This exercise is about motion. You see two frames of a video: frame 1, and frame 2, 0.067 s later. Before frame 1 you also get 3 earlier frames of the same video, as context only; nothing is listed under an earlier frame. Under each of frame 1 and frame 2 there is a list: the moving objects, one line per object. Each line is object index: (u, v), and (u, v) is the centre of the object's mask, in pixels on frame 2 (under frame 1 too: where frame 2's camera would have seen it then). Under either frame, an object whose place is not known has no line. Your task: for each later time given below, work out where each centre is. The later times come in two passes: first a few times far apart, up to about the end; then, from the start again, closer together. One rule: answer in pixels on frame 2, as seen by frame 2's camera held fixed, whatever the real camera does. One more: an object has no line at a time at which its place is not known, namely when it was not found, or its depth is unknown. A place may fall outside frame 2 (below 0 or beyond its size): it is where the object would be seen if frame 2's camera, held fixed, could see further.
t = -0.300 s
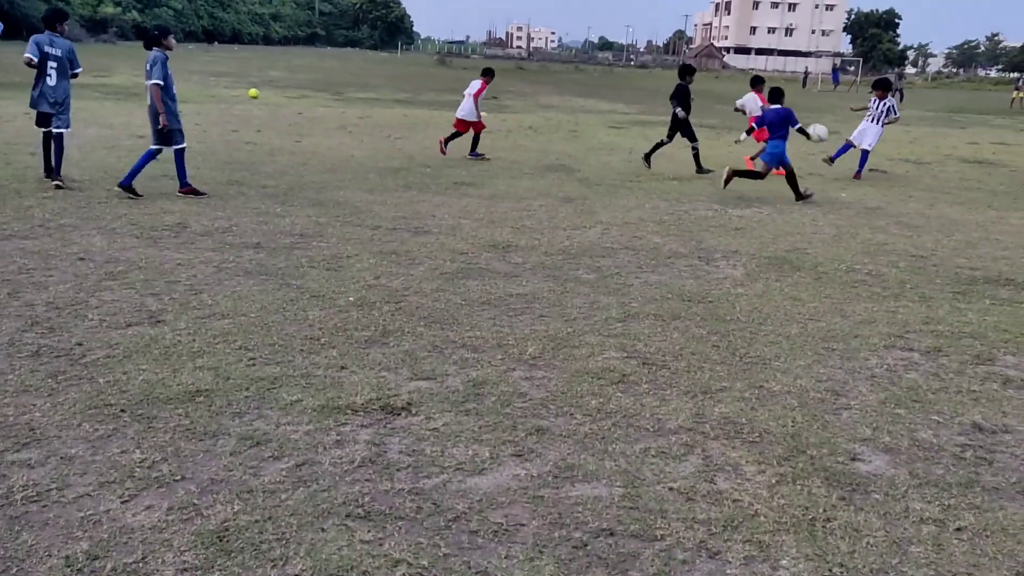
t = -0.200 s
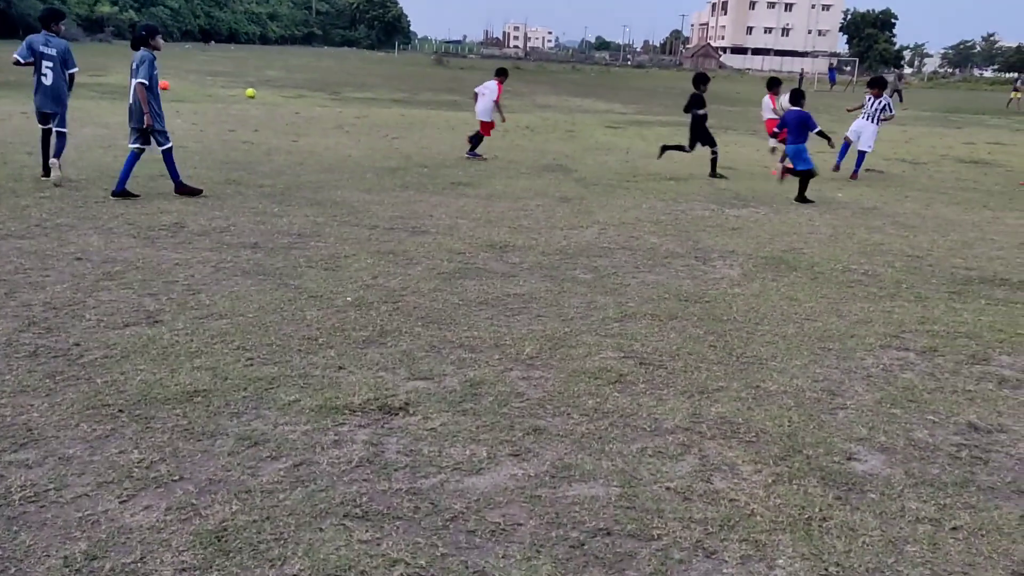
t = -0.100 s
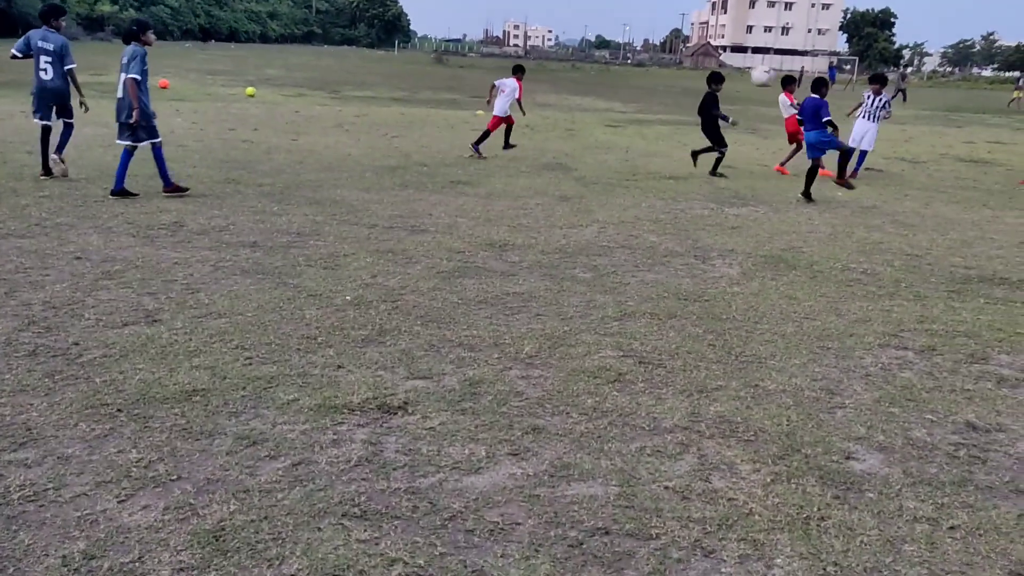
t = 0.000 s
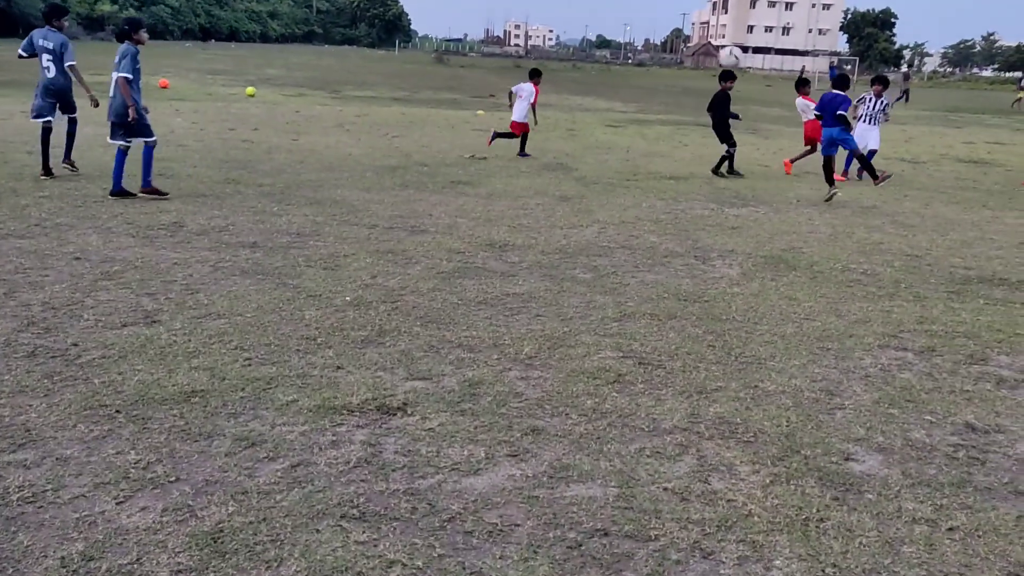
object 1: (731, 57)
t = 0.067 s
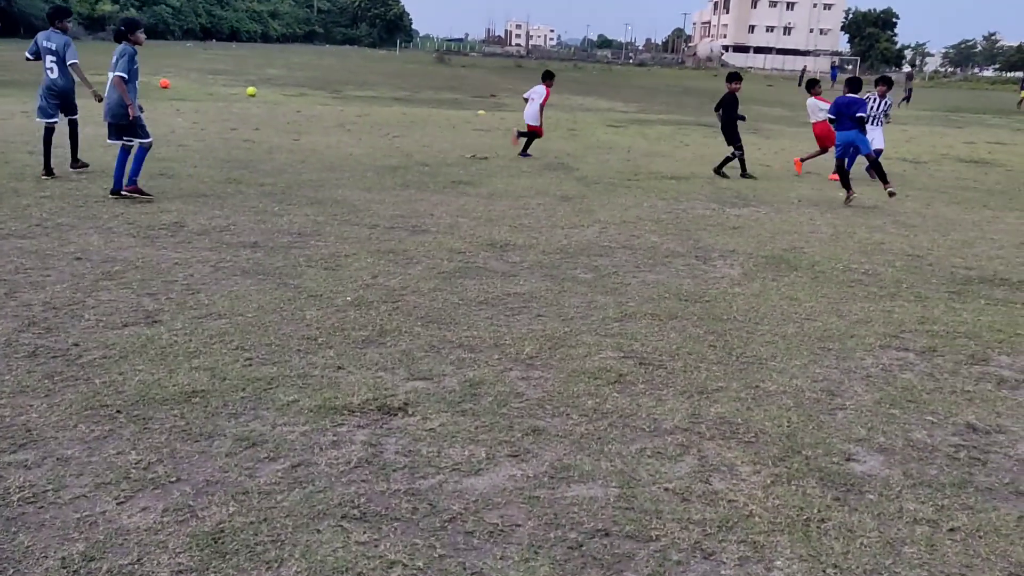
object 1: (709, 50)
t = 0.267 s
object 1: (630, 49)
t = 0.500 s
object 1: (508, 114)
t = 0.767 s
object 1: (363, 217)
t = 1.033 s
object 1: (347, 151)
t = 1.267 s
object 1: (325, 199)
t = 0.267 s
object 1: (630, 49)
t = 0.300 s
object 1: (615, 54)
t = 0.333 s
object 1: (599, 60)
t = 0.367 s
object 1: (583, 67)
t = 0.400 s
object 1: (565, 76)
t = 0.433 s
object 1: (546, 87)
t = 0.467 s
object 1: (528, 99)
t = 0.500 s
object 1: (508, 114)
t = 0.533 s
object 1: (486, 131)
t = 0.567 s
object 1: (463, 150)
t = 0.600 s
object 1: (441, 172)
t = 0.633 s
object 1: (416, 196)
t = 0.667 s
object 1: (390, 222)
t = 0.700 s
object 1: (366, 247)
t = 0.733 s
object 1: (364, 232)
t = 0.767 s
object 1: (363, 217)
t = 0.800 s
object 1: (361, 204)
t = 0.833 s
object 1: (359, 191)
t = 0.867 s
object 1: (357, 180)
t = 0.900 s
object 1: (356, 170)
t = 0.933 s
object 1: (353, 163)
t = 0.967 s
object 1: (351, 157)
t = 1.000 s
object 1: (349, 153)
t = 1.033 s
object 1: (347, 151)
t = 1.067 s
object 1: (343, 151)
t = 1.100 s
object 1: (340, 153)
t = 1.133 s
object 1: (338, 157)
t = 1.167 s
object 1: (335, 163)
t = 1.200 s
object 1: (332, 173)
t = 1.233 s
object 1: (328, 184)
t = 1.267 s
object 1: (325, 199)
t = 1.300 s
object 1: (320, 216)
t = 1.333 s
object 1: (316, 236)
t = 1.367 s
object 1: (313, 259)
